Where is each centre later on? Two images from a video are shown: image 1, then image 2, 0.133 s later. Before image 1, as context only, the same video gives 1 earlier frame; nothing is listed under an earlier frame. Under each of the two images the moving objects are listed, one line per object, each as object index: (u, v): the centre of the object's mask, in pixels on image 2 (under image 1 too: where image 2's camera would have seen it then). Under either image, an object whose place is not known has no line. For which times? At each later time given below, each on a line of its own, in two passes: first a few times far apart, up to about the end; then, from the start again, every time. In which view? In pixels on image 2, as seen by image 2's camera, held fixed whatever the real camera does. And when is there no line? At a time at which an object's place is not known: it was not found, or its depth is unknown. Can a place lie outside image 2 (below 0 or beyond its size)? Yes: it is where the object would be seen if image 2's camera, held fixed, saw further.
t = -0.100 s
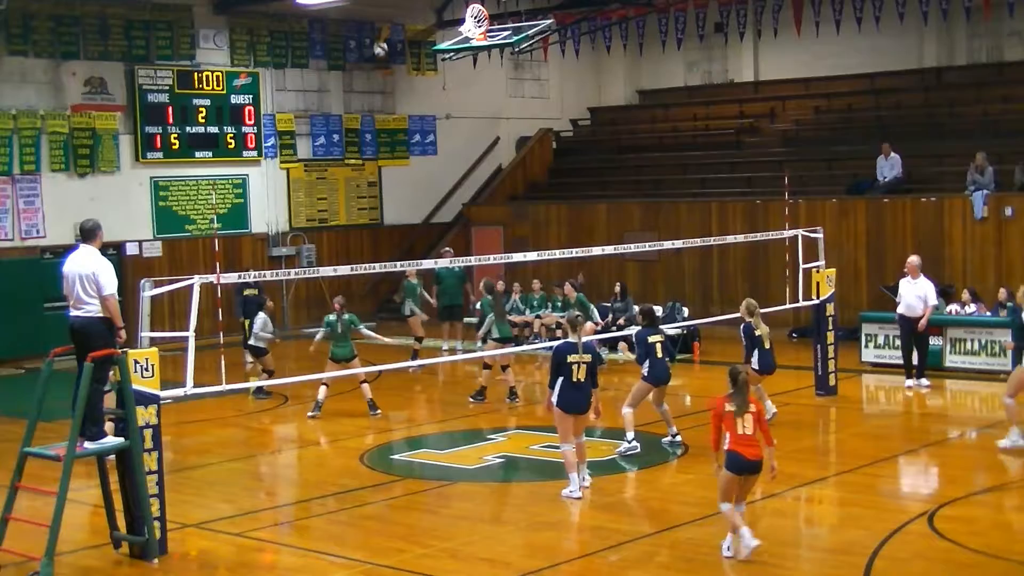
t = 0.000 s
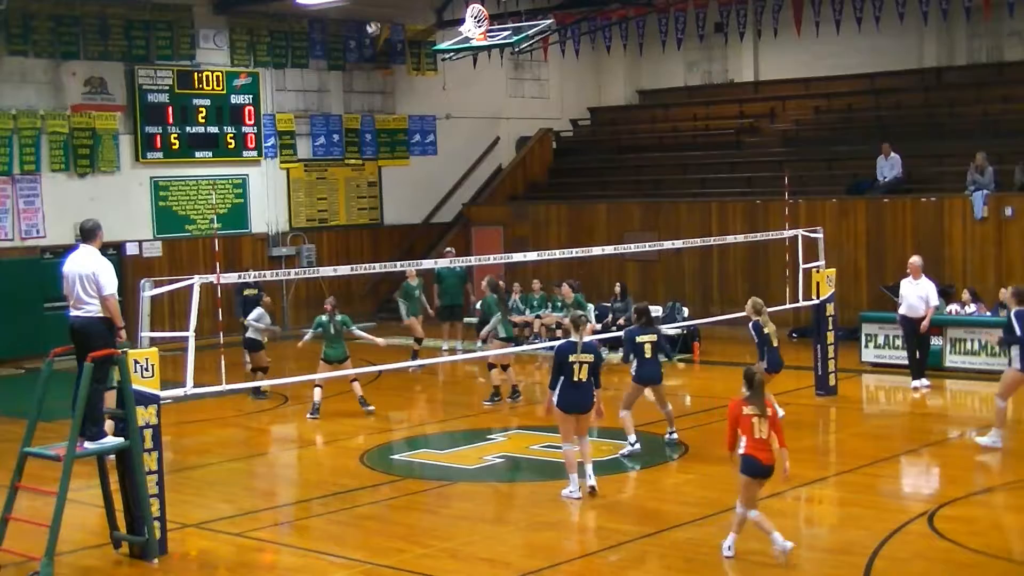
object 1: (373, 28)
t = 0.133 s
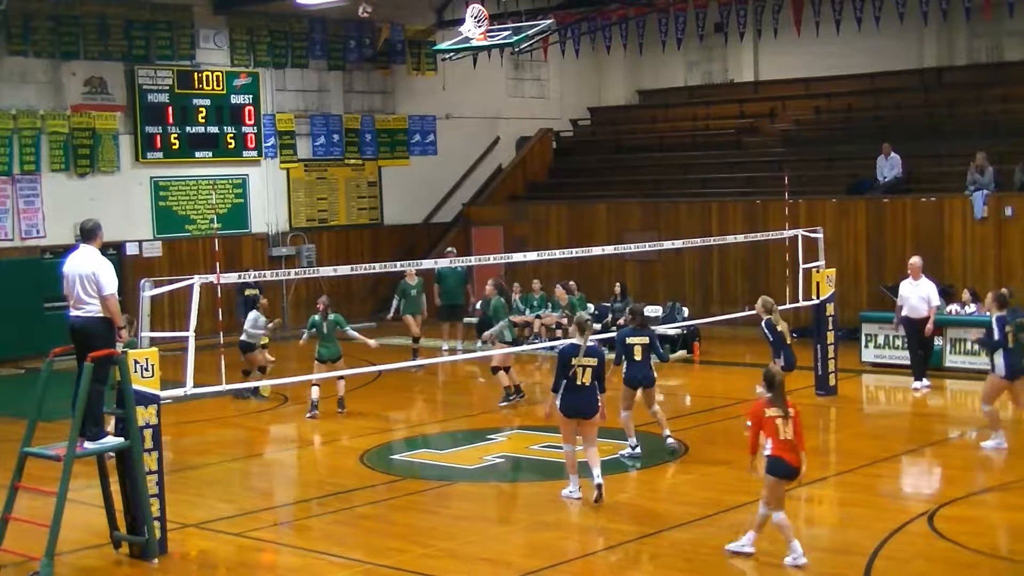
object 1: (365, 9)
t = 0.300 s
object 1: (351, 4)
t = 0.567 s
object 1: (334, 30)
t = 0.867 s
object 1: (315, 121)
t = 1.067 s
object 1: (307, 220)
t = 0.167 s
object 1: (362, 7)
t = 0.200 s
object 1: (359, 6)
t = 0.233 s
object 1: (357, 5)
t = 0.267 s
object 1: (354, 4)
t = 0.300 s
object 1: (351, 4)
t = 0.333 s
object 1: (349, 5)
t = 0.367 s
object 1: (347, 6)
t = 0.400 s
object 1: (344, 6)
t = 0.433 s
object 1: (342, 10)
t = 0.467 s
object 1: (340, 14)
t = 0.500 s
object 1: (338, 19)
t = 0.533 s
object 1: (336, 24)
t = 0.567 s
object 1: (334, 30)
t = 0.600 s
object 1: (332, 37)
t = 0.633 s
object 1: (329, 45)
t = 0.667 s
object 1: (327, 53)
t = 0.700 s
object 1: (325, 62)
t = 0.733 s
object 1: (323, 72)
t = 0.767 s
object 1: (321, 82)
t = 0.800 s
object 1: (319, 93)
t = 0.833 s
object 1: (317, 106)
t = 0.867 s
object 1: (315, 121)
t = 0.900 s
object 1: (313, 135)
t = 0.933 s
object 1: (312, 151)
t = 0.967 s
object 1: (311, 166)
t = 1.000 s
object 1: (309, 182)
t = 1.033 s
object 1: (307, 200)
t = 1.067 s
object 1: (307, 220)
